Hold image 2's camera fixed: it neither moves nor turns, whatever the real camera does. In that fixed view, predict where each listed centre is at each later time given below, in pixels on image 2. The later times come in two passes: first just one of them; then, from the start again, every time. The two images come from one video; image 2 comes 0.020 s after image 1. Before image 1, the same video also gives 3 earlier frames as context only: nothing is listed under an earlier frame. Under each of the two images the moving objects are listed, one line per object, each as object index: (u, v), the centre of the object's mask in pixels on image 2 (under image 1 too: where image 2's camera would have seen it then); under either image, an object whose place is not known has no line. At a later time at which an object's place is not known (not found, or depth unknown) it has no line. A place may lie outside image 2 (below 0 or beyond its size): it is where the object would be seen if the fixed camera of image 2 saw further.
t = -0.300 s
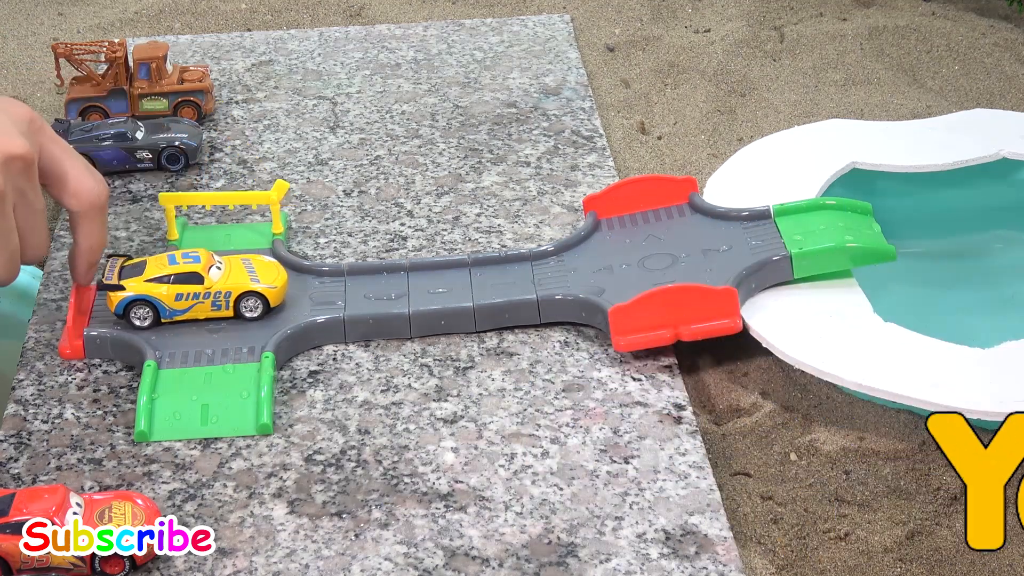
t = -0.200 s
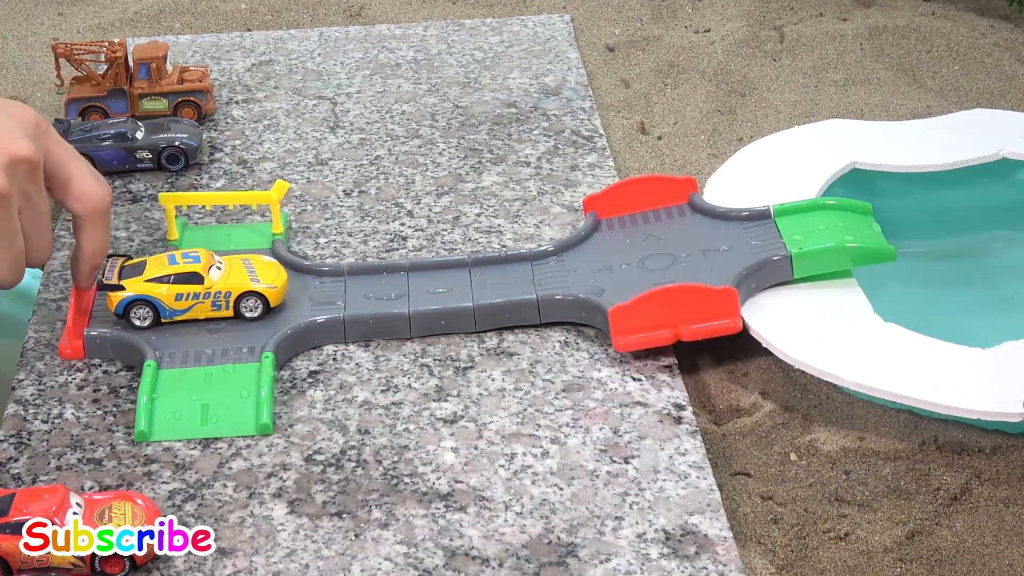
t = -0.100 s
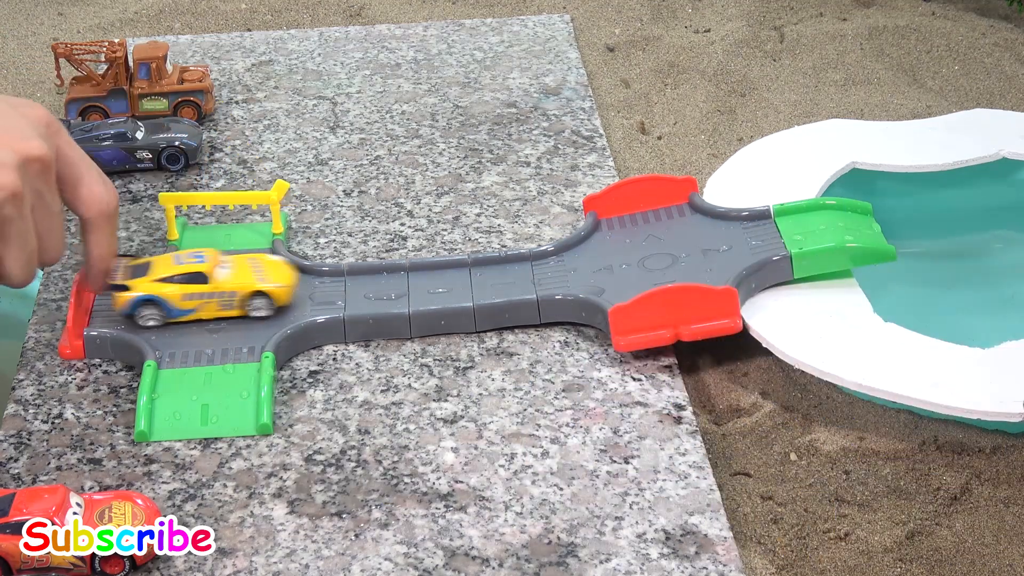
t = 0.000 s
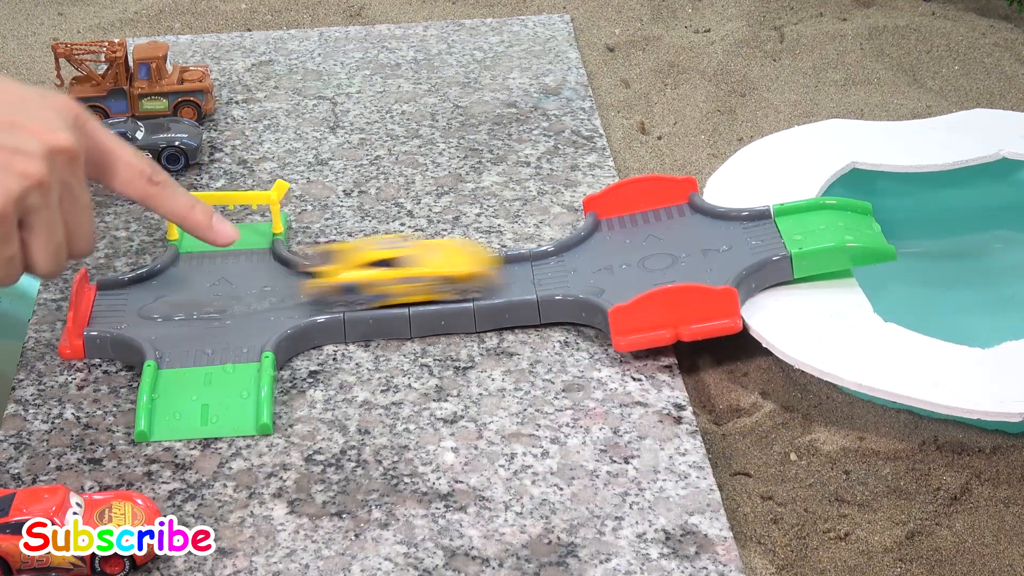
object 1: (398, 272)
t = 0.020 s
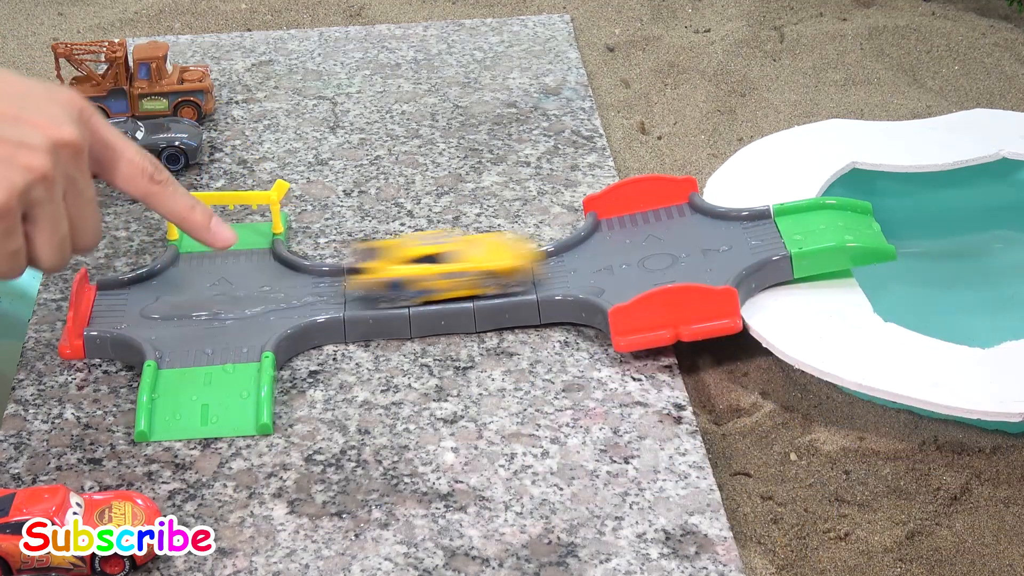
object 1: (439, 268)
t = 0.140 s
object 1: (662, 231)
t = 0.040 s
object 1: (482, 262)
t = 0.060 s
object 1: (524, 257)
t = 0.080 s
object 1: (560, 250)
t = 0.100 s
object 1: (602, 244)
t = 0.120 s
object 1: (633, 238)
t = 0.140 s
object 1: (662, 231)
